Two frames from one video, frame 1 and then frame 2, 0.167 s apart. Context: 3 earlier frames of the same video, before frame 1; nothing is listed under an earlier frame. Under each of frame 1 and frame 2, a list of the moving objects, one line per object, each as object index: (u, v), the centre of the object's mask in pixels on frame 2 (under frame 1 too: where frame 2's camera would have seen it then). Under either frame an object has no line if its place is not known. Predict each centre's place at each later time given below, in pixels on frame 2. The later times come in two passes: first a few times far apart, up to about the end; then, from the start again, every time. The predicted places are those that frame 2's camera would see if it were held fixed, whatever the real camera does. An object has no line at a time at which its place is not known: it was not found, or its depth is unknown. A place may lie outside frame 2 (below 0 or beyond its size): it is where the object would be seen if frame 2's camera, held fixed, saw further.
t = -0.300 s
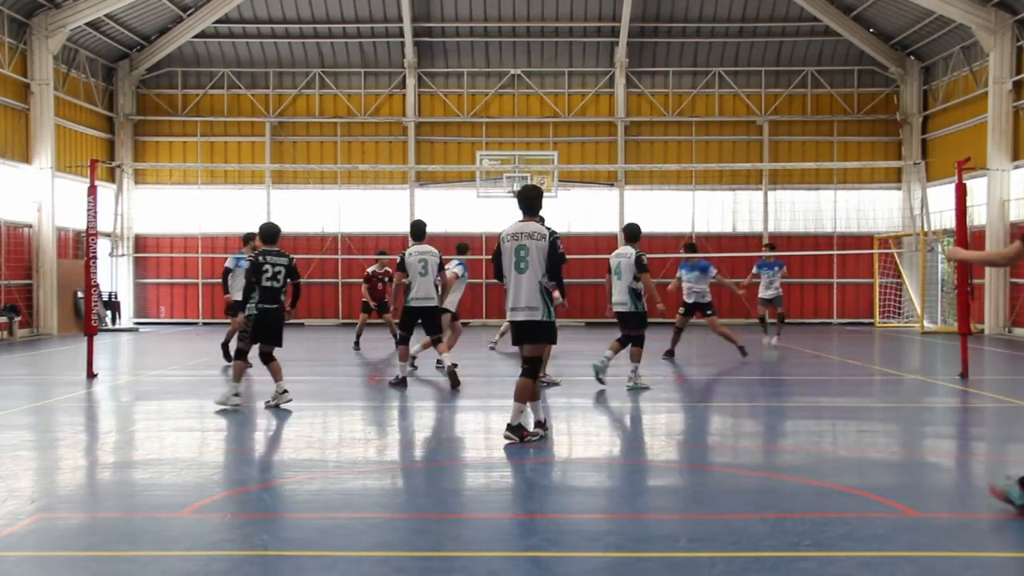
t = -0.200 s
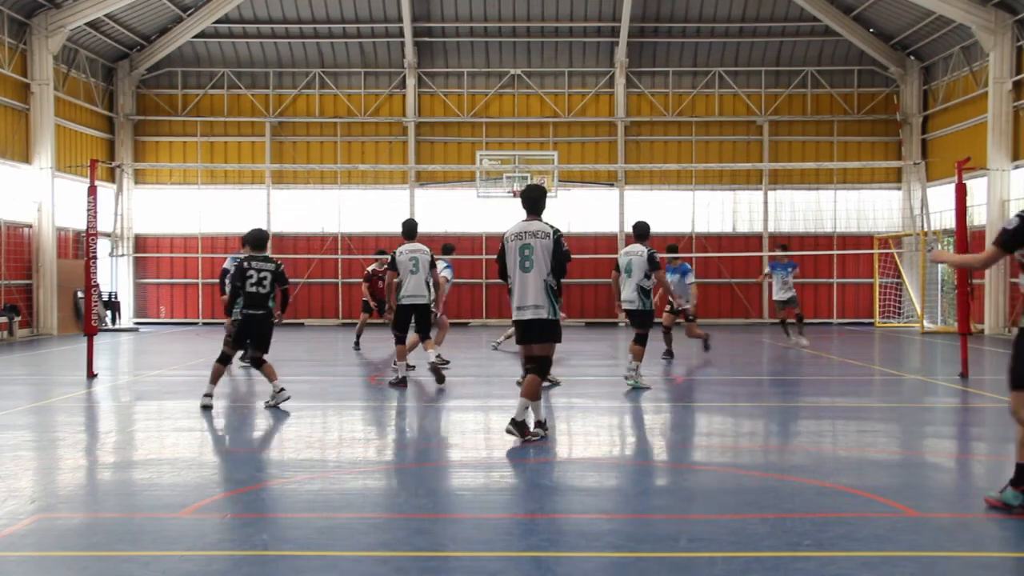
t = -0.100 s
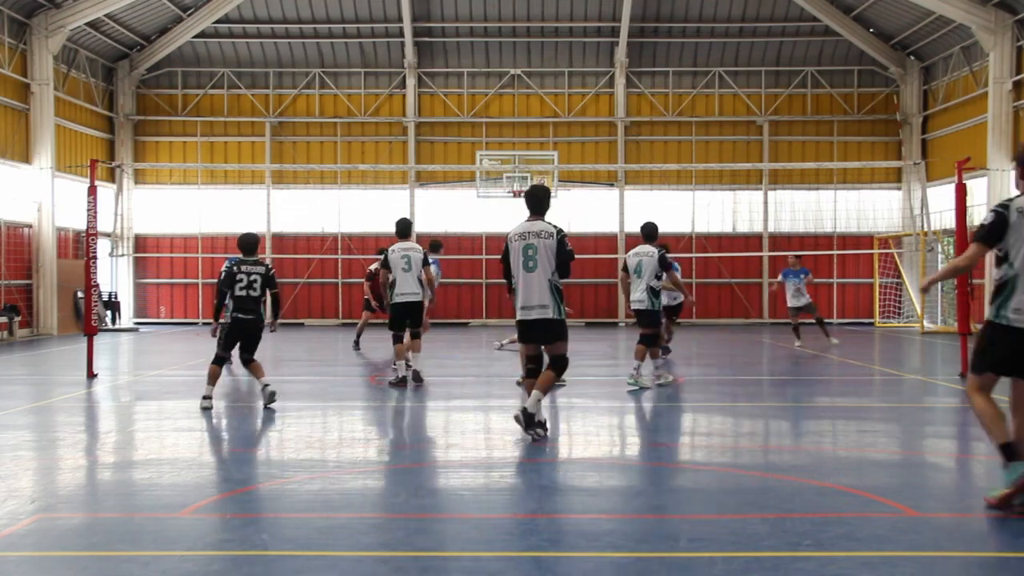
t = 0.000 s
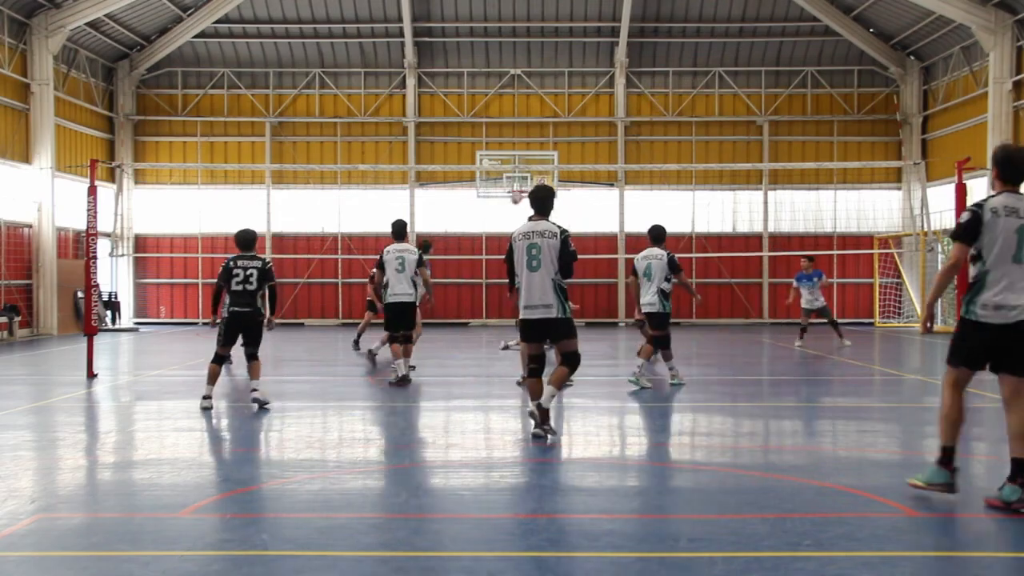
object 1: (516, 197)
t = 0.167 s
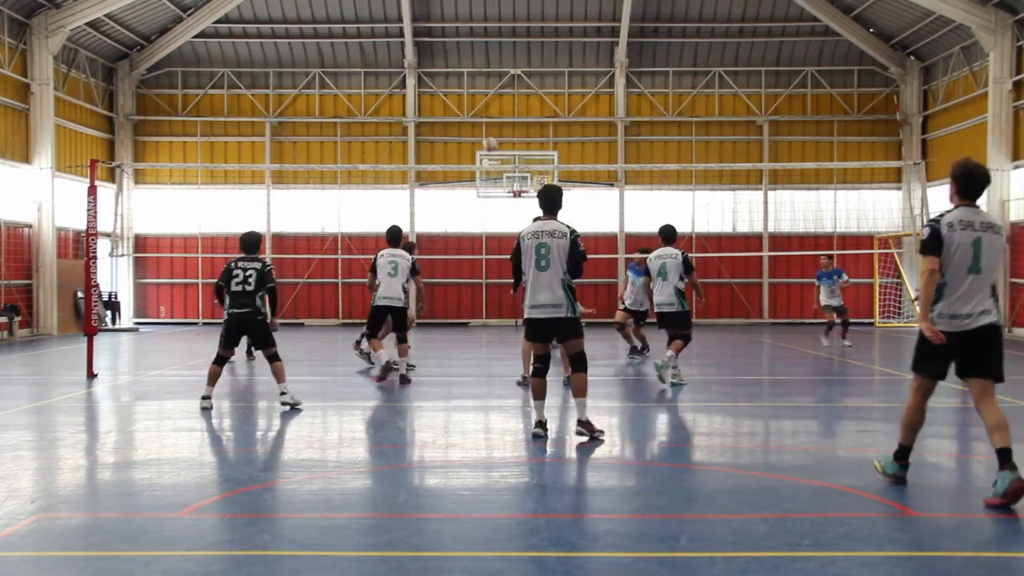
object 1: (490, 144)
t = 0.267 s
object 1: (473, 120)
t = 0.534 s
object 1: (427, 83)
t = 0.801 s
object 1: (377, 93)
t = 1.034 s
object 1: (330, 145)
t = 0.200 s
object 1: (483, 135)
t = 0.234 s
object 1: (478, 128)
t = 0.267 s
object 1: (473, 120)
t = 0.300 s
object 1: (468, 113)
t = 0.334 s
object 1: (463, 107)
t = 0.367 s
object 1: (456, 100)
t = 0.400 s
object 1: (450, 95)
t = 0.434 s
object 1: (444, 91)
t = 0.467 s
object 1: (439, 87)
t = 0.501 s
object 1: (433, 85)
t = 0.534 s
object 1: (427, 83)
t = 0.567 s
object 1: (421, 79)
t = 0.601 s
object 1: (415, 80)
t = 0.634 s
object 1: (407, 81)
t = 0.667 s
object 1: (401, 82)
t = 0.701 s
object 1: (396, 83)
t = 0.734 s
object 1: (390, 85)
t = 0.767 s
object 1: (383, 88)
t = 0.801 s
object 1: (377, 93)
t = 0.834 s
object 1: (370, 98)
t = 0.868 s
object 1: (364, 104)
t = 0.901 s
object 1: (357, 110)
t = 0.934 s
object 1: (351, 118)
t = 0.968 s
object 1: (343, 126)
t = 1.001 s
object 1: (337, 135)
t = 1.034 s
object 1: (330, 145)
